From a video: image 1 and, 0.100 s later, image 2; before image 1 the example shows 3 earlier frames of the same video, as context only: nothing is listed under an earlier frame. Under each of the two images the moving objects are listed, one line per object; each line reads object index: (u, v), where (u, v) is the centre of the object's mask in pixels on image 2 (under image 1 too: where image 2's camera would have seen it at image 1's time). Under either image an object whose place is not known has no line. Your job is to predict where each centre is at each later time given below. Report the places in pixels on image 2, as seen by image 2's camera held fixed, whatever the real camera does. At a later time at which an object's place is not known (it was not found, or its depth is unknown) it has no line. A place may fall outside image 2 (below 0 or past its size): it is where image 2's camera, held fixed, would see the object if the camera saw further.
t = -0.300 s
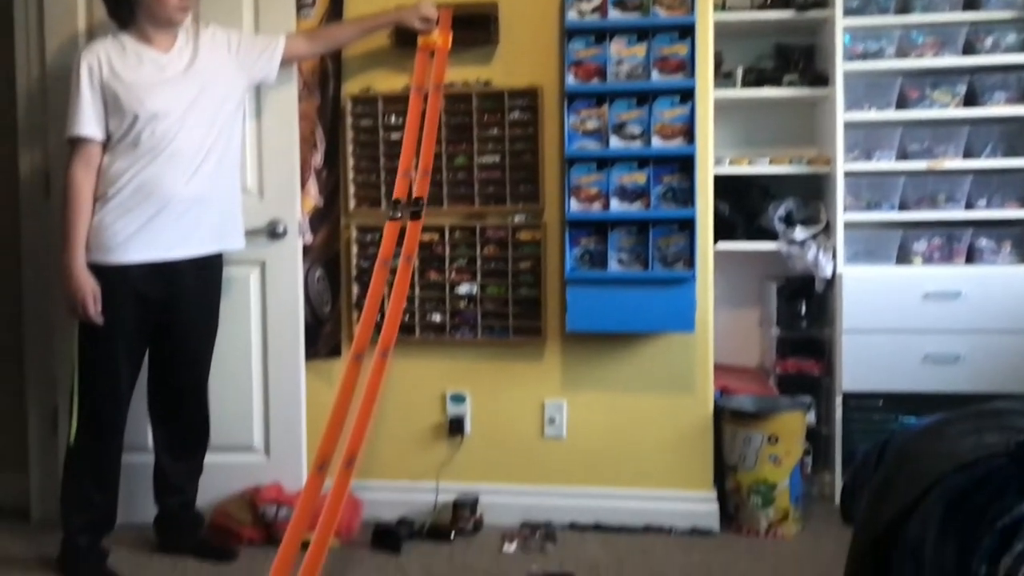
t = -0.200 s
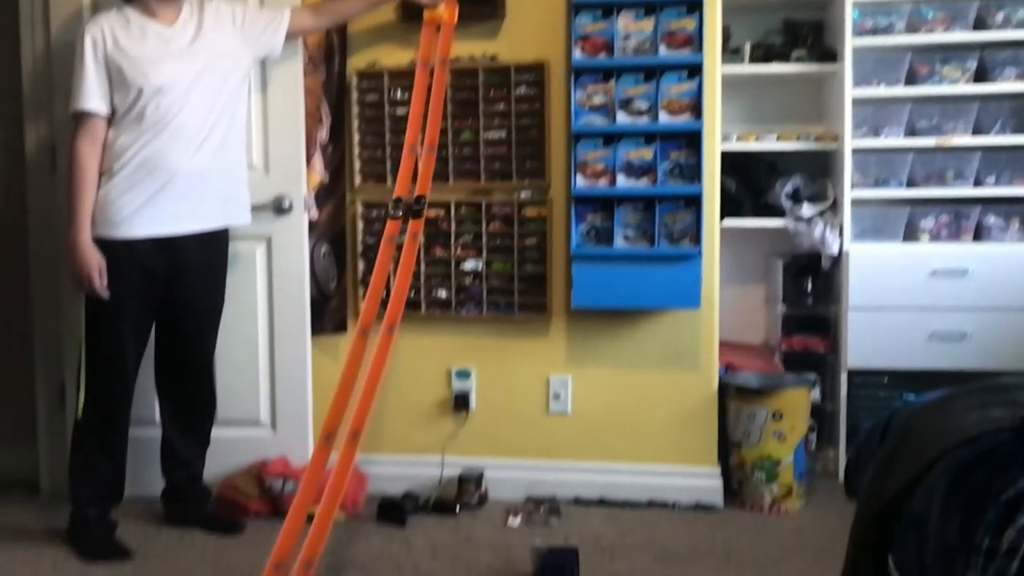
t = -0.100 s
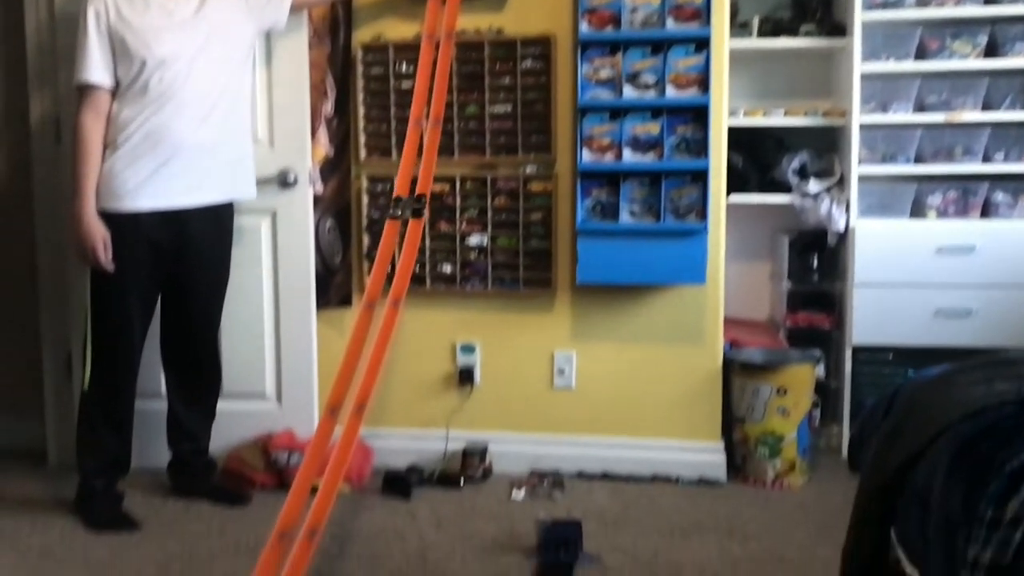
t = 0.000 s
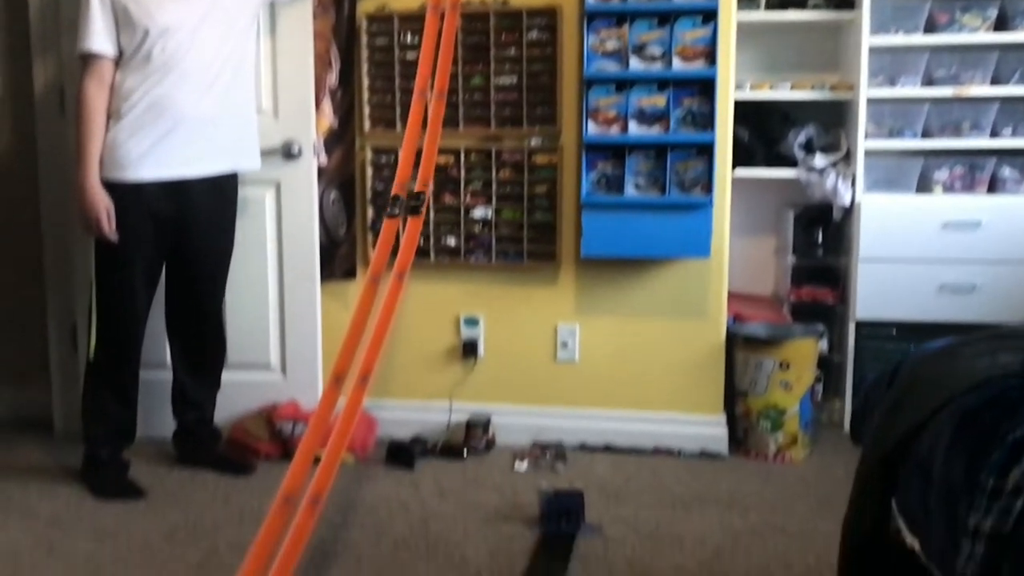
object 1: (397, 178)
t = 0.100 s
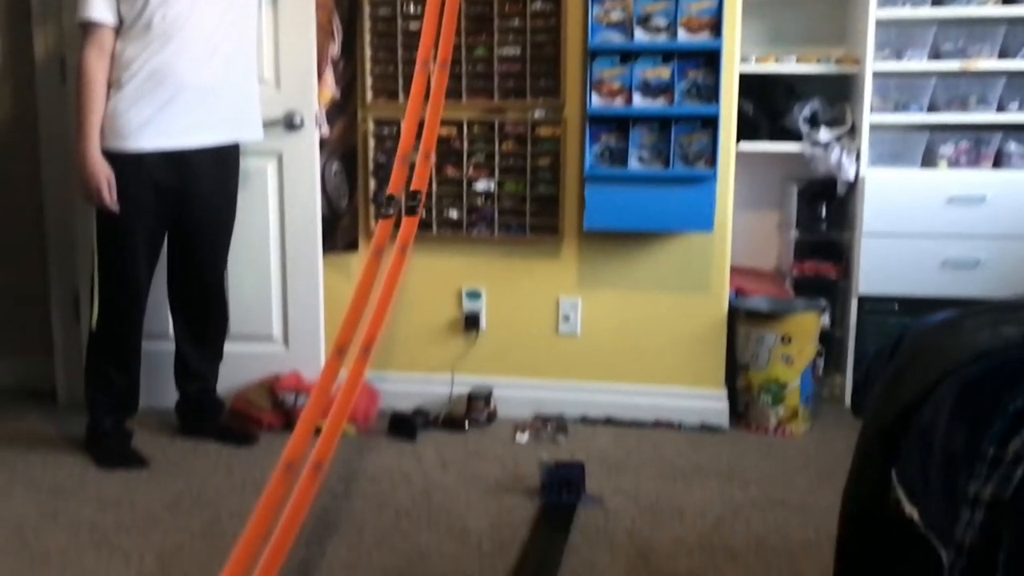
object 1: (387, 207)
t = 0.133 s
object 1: (384, 216)
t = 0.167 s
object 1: (382, 227)
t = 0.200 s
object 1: (380, 237)
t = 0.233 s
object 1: (377, 247)
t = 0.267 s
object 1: (375, 258)
